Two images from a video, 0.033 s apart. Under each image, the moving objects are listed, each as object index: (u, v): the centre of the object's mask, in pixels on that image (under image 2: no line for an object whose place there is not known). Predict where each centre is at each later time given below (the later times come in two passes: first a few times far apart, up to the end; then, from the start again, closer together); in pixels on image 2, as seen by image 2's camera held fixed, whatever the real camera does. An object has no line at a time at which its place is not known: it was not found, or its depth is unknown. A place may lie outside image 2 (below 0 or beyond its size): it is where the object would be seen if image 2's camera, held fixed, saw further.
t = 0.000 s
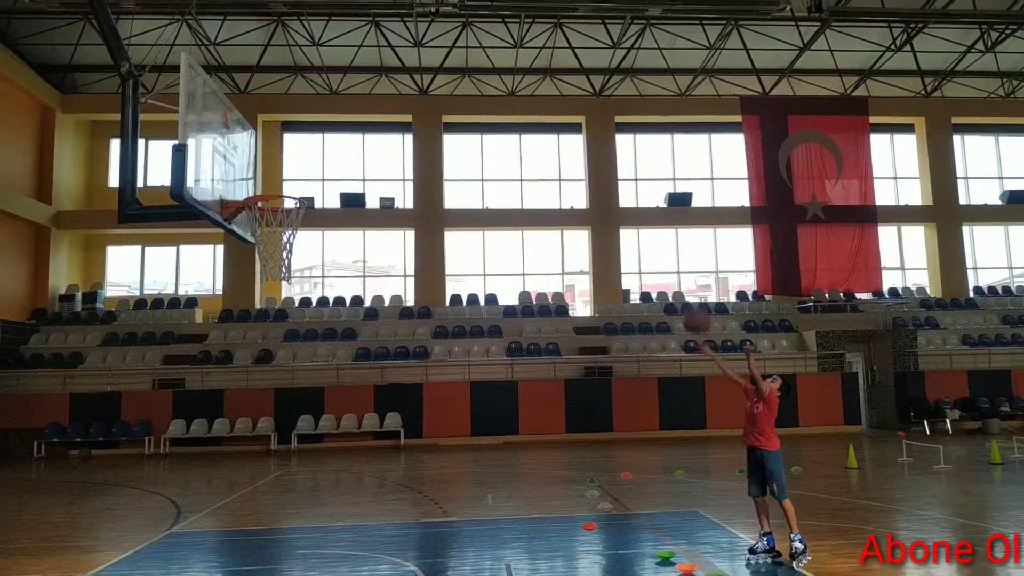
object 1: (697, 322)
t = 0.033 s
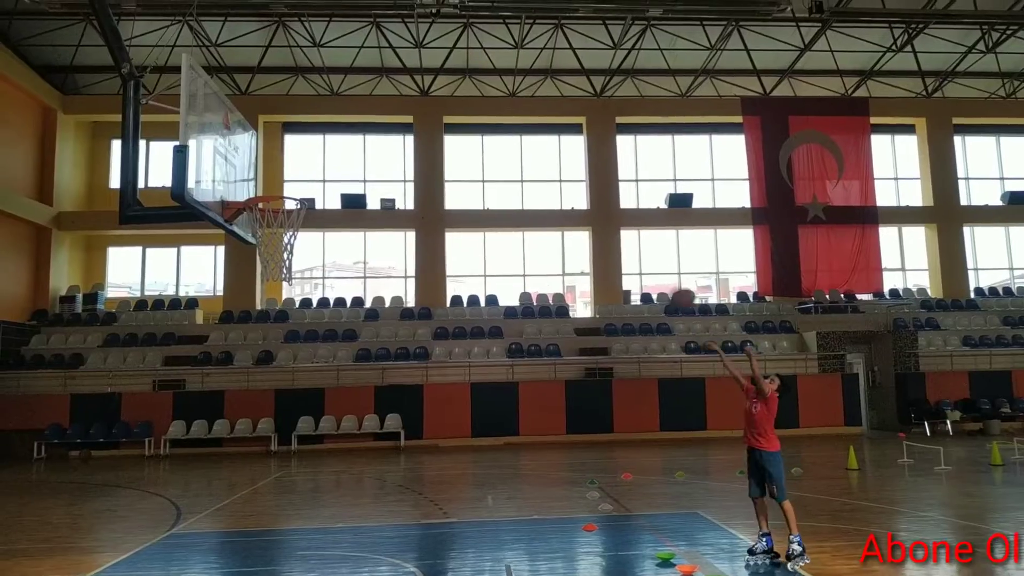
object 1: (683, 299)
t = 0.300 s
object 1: (568, 176)
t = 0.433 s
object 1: (512, 144)
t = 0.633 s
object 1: (430, 133)
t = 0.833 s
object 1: (347, 165)
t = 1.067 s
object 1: (344, 172)
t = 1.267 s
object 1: (391, 179)
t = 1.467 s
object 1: (438, 234)
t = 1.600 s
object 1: (471, 298)
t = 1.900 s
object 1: (548, 536)
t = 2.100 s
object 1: (572, 463)
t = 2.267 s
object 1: (589, 381)
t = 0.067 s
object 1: (667, 280)
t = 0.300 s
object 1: (568, 176)
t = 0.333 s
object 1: (554, 167)
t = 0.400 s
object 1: (526, 151)
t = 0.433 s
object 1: (512, 144)
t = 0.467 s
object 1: (499, 140)
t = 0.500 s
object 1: (485, 137)
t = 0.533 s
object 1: (471, 134)
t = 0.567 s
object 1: (457, 132)
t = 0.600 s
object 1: (443, 132)
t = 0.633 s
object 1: (430, 133)
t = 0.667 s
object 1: (417, 136)
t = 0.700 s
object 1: (402, 140)
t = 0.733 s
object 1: (389, 143)
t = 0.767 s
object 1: (375, 150)
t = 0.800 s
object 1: (361, 157)
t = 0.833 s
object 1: (347, 165)
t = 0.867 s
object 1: (332, 175)
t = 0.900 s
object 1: (318, 187)
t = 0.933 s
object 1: (313, 192)
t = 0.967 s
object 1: (321, 185)
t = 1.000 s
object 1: (329, 179)
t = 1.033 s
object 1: (337, 175)
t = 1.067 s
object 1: (344, 172)
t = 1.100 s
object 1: (352, 170)
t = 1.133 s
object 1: (360, 169)
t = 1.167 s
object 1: (368, 170)
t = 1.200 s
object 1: (375, 172)
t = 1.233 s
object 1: (383, 175)
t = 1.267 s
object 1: (391, 179)
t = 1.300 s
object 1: (399, 185)
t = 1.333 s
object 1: (406, 192)
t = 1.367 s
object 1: (414, 200)
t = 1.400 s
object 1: (422, 210)
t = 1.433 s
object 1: (430, 221)
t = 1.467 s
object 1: (438, 234)
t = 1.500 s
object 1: (446, 248)
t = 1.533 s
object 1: (454, 263)
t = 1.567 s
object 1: (462, 279)
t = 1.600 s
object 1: (471, 298)
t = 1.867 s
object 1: (539, 503)
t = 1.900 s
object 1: (548, 536)
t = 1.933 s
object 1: (556, 572)
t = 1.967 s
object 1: (560, 553)
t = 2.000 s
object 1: (563, 528)
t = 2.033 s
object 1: (567, 505)
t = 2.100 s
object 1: (572, 463)
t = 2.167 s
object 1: (579, 424)
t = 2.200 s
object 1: (582, 408)
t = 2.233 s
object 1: (585, 393)
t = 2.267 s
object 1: (589, 381)
